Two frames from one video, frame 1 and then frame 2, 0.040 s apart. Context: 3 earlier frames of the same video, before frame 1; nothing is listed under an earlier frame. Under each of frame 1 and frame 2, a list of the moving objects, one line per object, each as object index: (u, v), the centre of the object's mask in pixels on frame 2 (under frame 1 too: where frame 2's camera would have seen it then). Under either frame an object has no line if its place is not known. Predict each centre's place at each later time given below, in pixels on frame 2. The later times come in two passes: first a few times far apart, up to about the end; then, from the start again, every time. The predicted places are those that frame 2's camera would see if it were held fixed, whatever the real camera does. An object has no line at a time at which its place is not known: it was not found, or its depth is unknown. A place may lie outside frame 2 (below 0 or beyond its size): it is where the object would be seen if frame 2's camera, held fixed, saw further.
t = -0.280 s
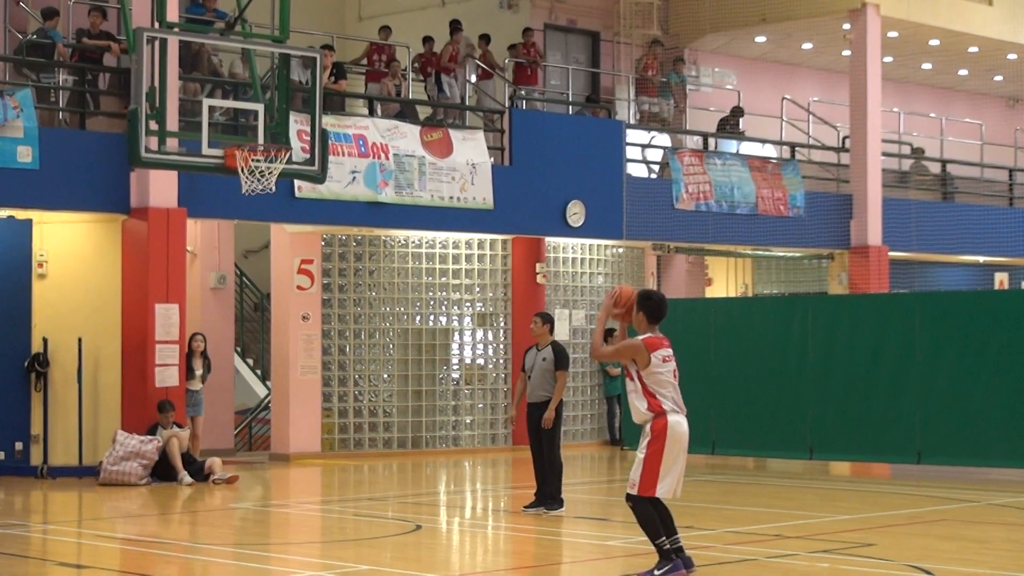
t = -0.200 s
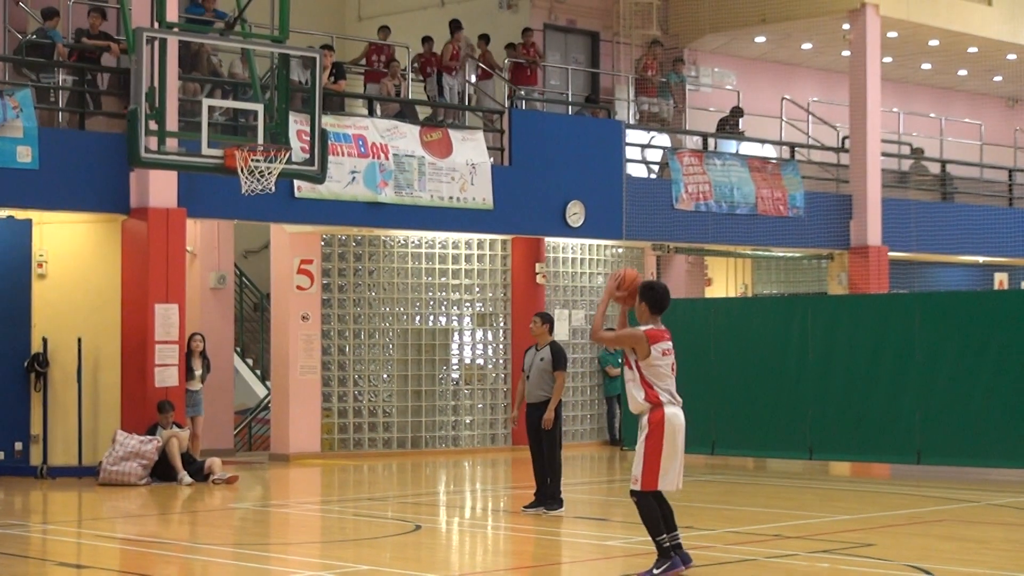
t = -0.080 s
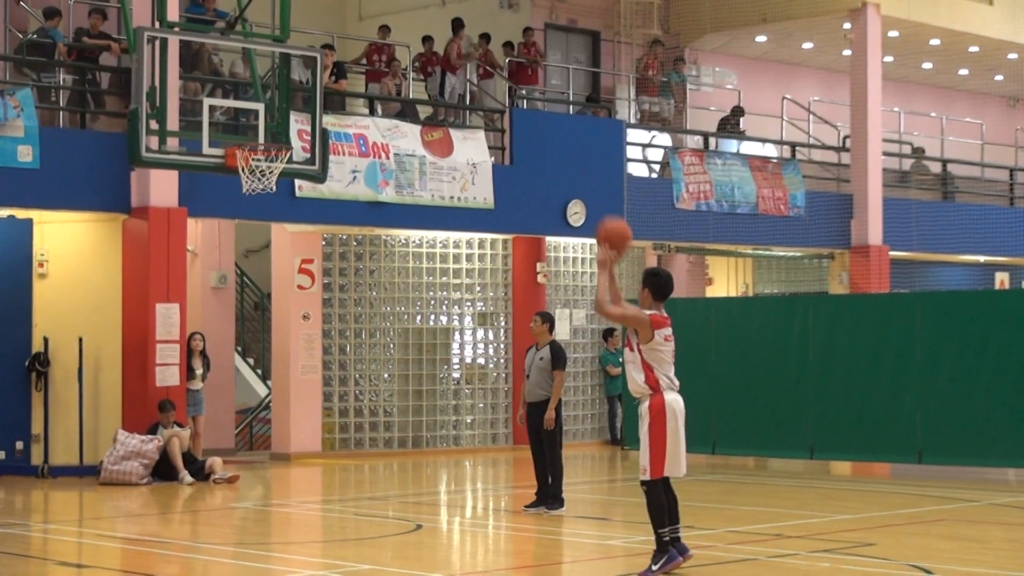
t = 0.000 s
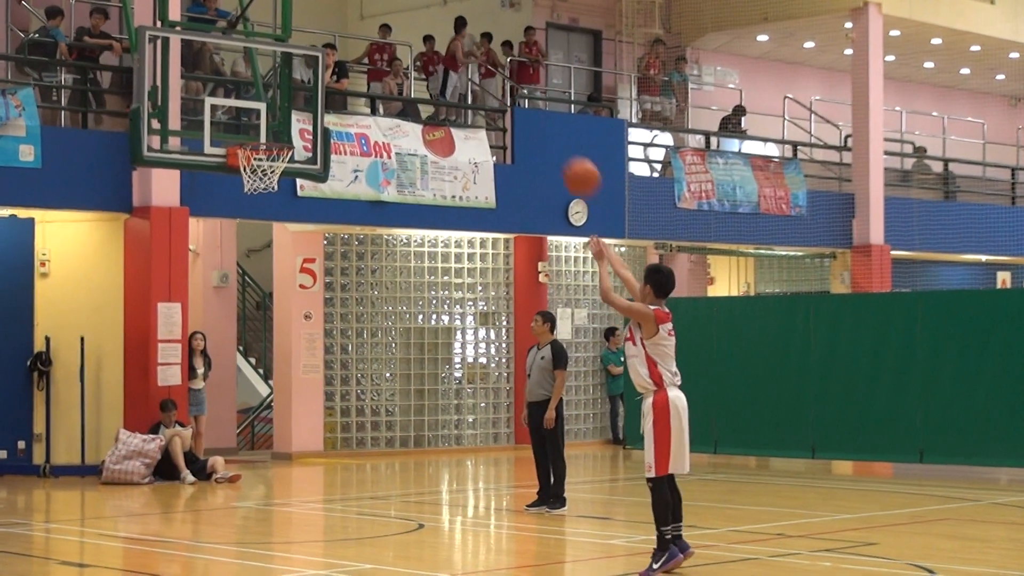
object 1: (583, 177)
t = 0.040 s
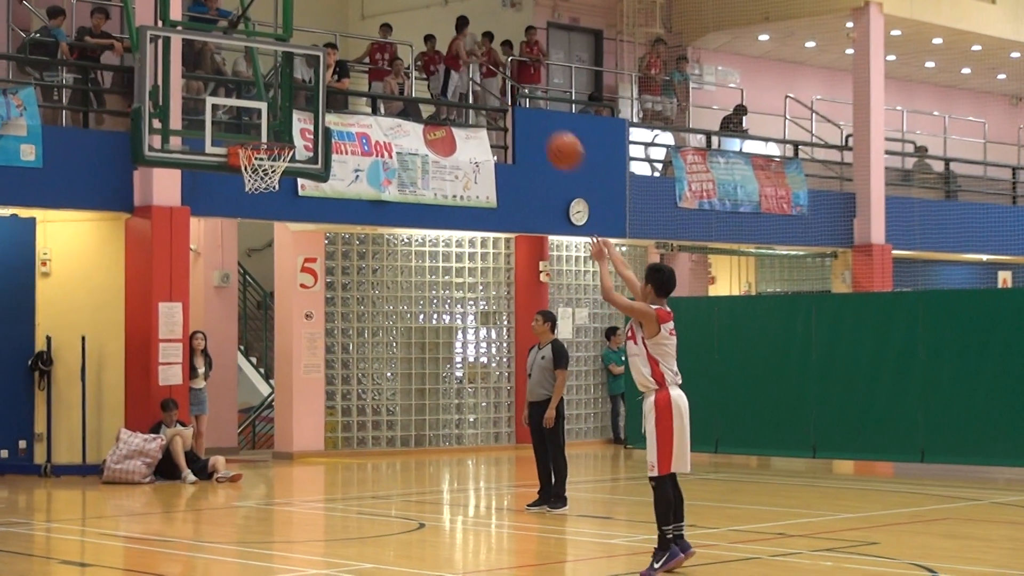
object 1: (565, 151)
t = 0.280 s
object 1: (465, 51)
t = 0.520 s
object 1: (378, 31)
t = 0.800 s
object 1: (287, 98)
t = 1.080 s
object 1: (293, 211)
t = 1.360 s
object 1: (361, 385)
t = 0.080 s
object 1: (547, 127)
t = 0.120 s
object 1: (531, 107)
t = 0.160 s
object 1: (514, 89)
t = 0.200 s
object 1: (498, 73)
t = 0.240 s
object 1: (483, 61)
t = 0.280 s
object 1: (465, 51)
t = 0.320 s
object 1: (450, 43)
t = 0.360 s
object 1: (435, 36)
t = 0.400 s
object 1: (420, 32)
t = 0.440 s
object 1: (406, 29)
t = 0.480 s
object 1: (392, 29)
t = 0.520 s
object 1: (378, 31)
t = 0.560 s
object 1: (364, 35)
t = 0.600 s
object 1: (351, 41)
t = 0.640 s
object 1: (336, 49)
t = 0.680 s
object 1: (323, 58)
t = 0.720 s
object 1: (310, 70)
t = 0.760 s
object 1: (299, 84)
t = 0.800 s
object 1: (287, 98)
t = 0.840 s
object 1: (275, 115)
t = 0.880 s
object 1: (263, 132)
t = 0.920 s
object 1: (256, 152)
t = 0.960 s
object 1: (267, 166)
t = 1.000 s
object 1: (276, 185)
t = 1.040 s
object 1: (284, 196)
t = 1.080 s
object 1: (293, 211)
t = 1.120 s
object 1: (302, 229)
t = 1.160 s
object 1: (315, 250)
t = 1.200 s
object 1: (321, 273)
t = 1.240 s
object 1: (334, 297)
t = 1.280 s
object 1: (343, 325)
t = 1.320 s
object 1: (352, 354)
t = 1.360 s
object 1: (361, 385)
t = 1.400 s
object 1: (371, 419)
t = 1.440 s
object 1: (373, 456)
